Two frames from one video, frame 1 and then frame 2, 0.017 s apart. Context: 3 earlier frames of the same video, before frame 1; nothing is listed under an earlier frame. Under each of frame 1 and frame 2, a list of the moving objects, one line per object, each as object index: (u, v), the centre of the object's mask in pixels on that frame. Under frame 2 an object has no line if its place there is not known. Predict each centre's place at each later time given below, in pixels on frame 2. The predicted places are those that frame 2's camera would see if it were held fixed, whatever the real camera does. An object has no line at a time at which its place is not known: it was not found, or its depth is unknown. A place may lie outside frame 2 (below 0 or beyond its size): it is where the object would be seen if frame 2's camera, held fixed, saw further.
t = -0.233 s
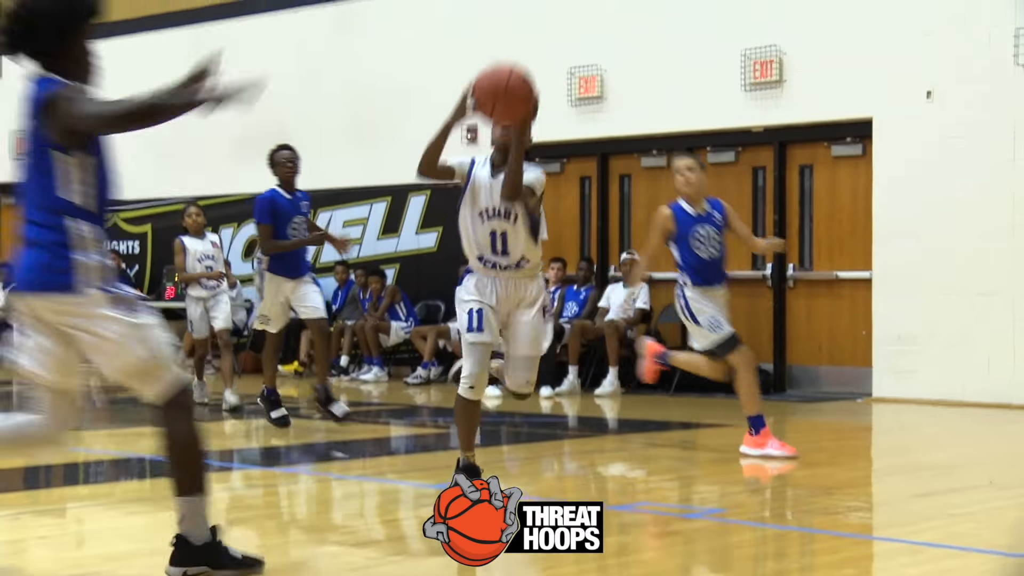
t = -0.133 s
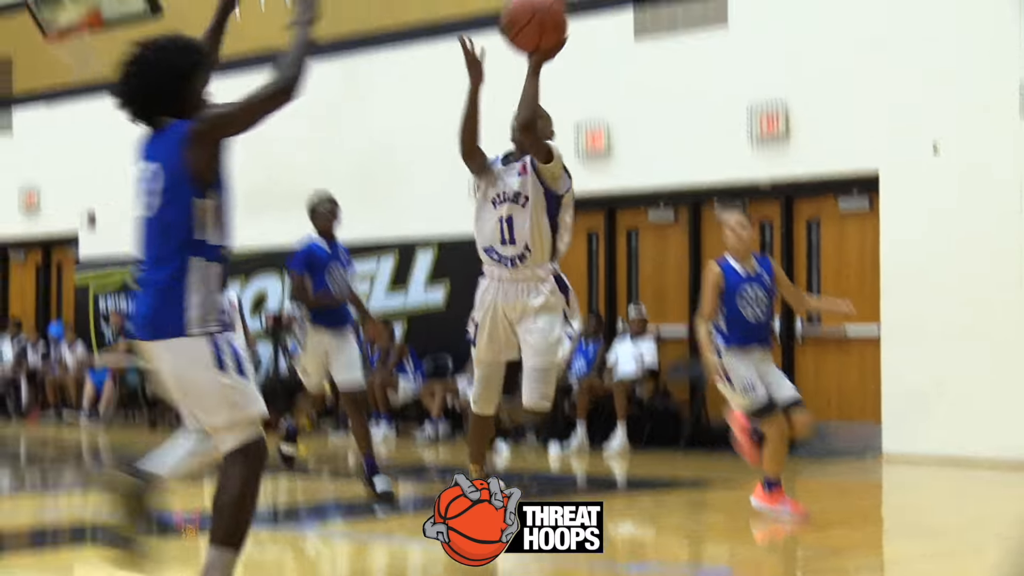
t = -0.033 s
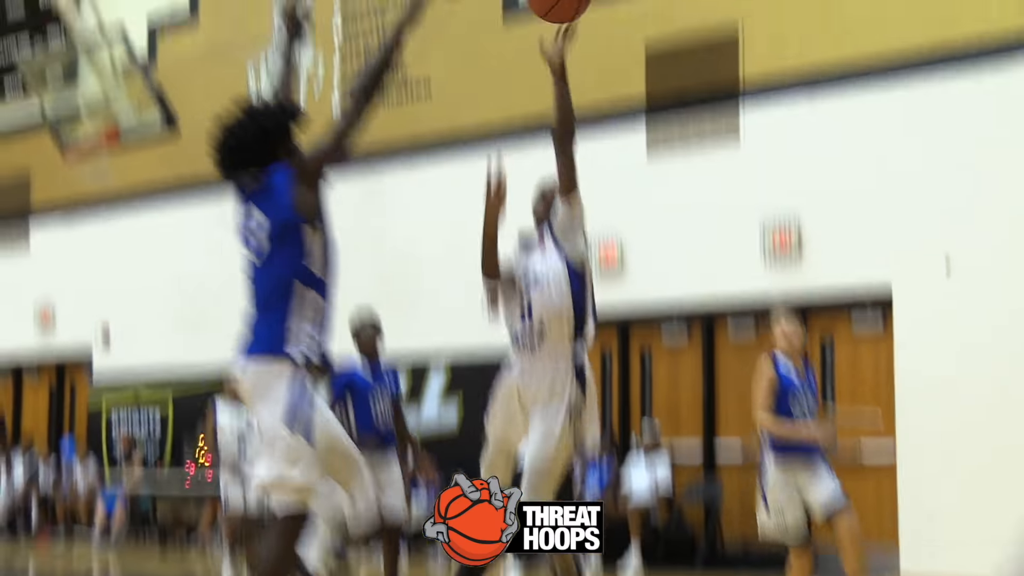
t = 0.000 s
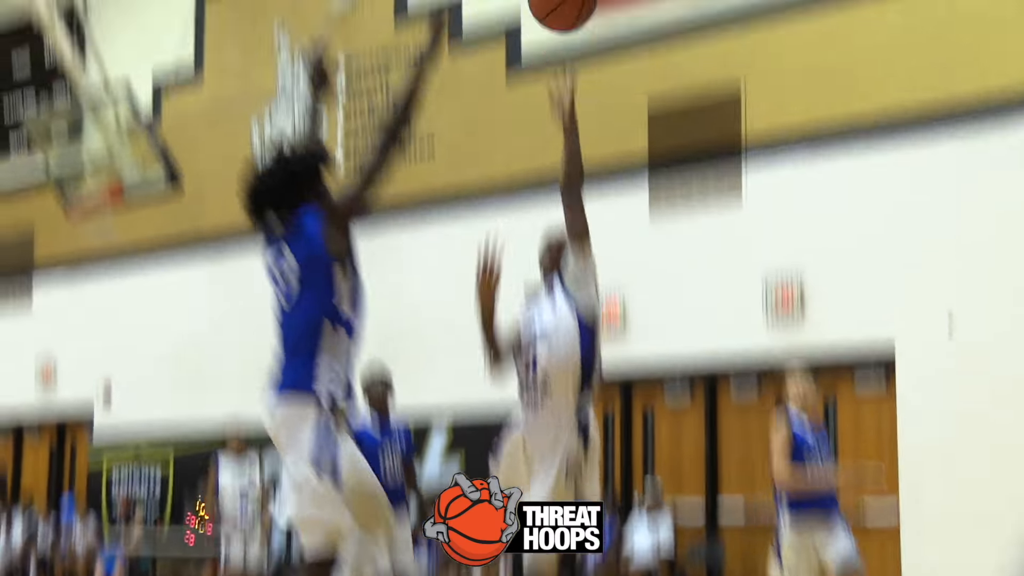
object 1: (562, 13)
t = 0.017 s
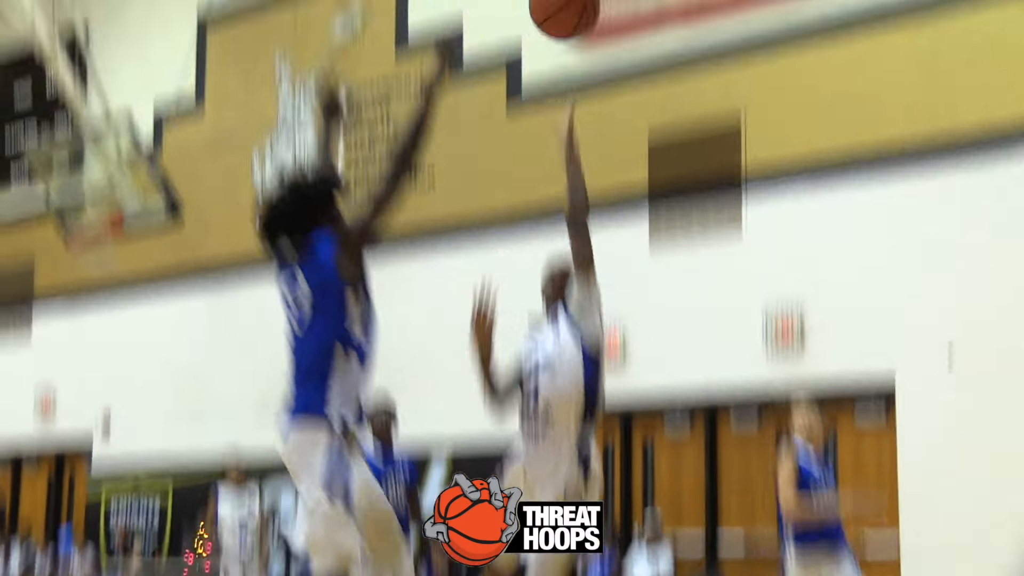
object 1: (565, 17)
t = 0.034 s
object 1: (565, -12)
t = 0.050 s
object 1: (567, -39)
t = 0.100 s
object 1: (570, -112)
